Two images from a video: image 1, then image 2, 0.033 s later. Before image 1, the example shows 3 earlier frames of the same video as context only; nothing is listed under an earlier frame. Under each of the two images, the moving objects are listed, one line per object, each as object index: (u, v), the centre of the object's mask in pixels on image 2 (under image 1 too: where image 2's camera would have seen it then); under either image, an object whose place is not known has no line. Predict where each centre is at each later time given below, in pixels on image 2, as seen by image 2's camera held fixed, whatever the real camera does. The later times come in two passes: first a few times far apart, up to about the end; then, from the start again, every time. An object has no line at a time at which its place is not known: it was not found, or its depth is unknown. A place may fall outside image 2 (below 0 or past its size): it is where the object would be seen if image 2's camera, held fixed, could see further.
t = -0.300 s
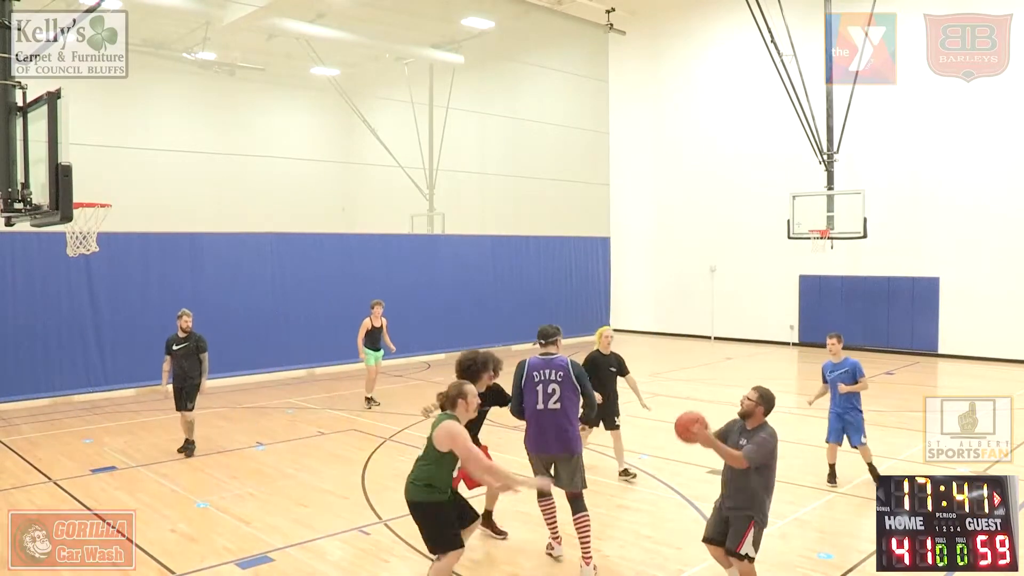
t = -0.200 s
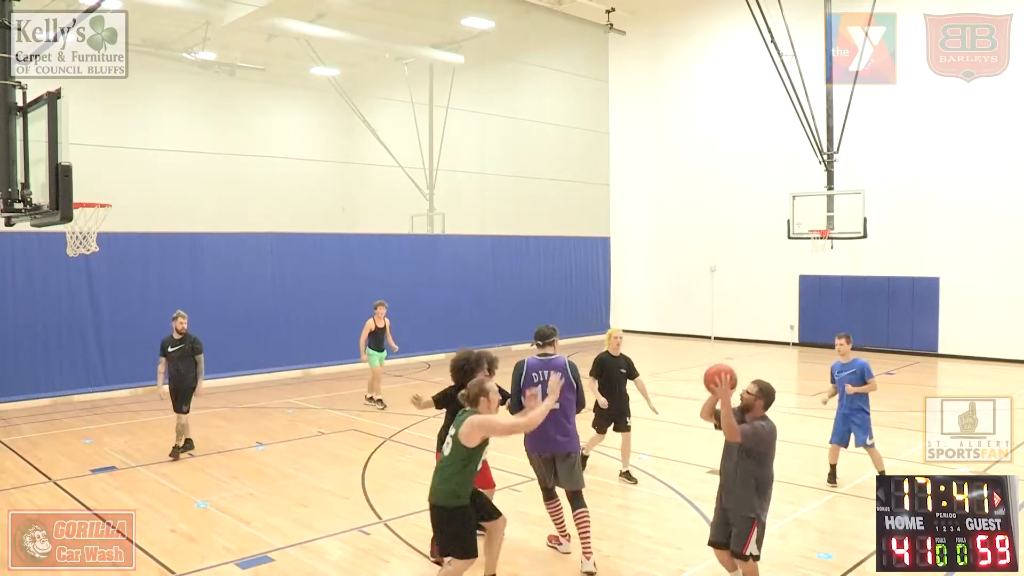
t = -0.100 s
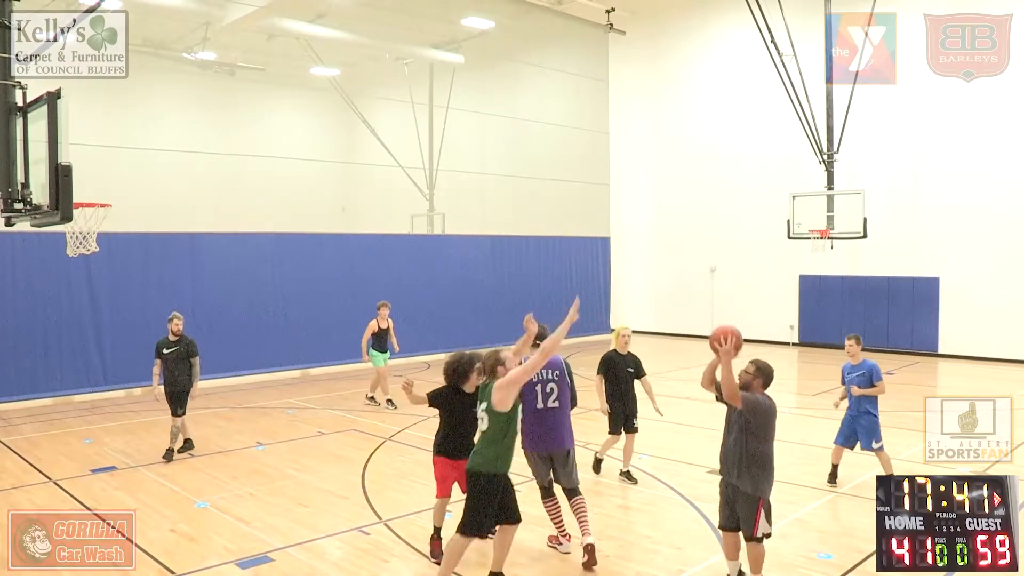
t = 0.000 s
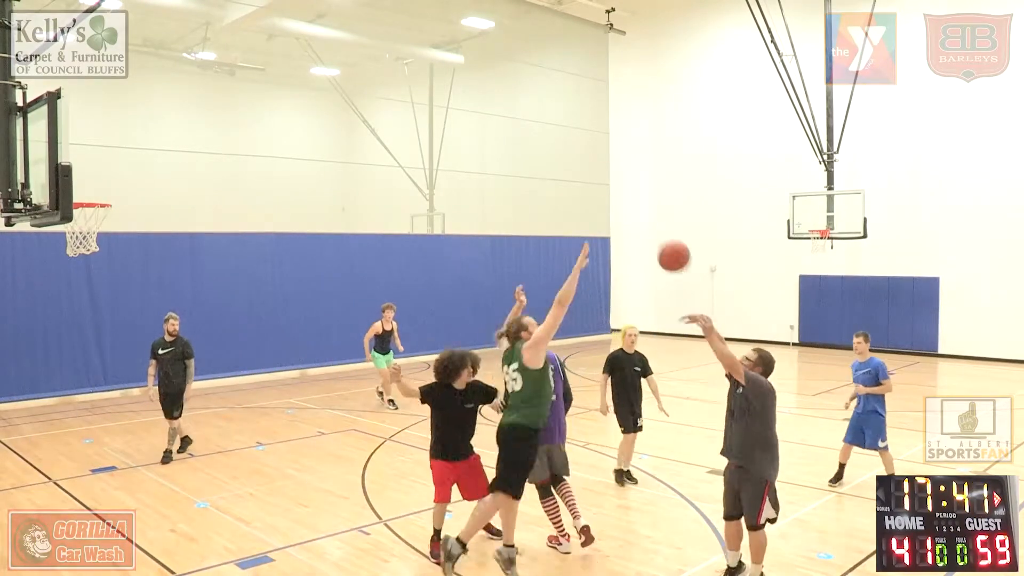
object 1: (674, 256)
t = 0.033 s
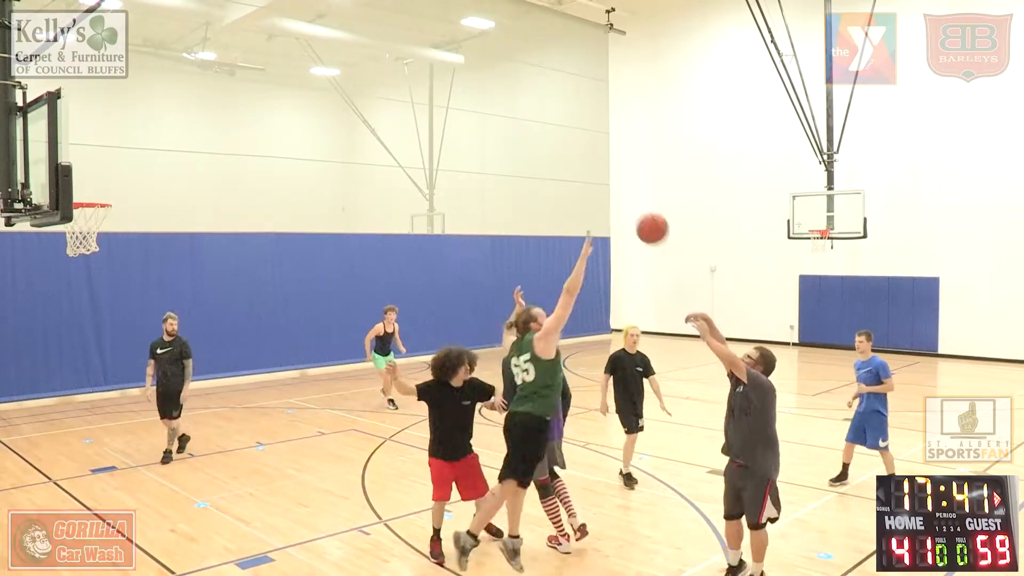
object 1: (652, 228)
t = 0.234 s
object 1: (526, 100)
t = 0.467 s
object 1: (395, 30)
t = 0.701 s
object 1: (282, 31)
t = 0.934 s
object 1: (182, 90)
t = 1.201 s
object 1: (85, 217)
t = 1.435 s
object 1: (62, 248)
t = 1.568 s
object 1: (54, 278)
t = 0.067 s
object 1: (630, 202)
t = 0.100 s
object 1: (609, 178)
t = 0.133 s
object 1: (588, 156)
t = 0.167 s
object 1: (567, 135)
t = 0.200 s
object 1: (547, 117)
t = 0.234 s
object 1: (526, 100)
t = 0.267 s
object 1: (507, 85)
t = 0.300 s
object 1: (487, 72)
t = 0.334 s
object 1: (468, 61)
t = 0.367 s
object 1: (449, 50)
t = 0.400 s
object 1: (431, 42)
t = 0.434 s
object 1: (413, 35)
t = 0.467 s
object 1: (395, 30)
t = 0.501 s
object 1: (378, 26)
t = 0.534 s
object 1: (361, 23)
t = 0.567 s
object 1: (345, 22)
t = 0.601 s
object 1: (328, 22)
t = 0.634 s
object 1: (312, 24)
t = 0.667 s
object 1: (297, 26)
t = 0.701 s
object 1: (282, 31)
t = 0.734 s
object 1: (266, 36)
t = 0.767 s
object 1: (252, 42)
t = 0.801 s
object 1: (237, 49)
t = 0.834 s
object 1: (223, 58)
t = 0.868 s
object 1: (209, 67)
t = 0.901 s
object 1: (195, 79)
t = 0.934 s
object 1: (182, 90)
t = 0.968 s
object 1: (169, 103)
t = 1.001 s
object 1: (156, 117)
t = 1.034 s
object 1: (143, 132)
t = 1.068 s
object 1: (131, 148)
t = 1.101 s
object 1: (119, 165)
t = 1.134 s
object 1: (107, 183)
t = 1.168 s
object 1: (97, 197)
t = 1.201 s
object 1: (85, 217)
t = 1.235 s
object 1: (78, 232)
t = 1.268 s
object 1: (71, 236)
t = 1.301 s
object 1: (73, 239)
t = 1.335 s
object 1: (69, 239)
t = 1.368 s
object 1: (67, 241)
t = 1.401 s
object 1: (64, 243)
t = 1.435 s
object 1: (62, 248)
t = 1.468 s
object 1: (60, 253)
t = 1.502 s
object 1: (58, 260)
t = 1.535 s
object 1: (56, 268)
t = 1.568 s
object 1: (54, 278)
